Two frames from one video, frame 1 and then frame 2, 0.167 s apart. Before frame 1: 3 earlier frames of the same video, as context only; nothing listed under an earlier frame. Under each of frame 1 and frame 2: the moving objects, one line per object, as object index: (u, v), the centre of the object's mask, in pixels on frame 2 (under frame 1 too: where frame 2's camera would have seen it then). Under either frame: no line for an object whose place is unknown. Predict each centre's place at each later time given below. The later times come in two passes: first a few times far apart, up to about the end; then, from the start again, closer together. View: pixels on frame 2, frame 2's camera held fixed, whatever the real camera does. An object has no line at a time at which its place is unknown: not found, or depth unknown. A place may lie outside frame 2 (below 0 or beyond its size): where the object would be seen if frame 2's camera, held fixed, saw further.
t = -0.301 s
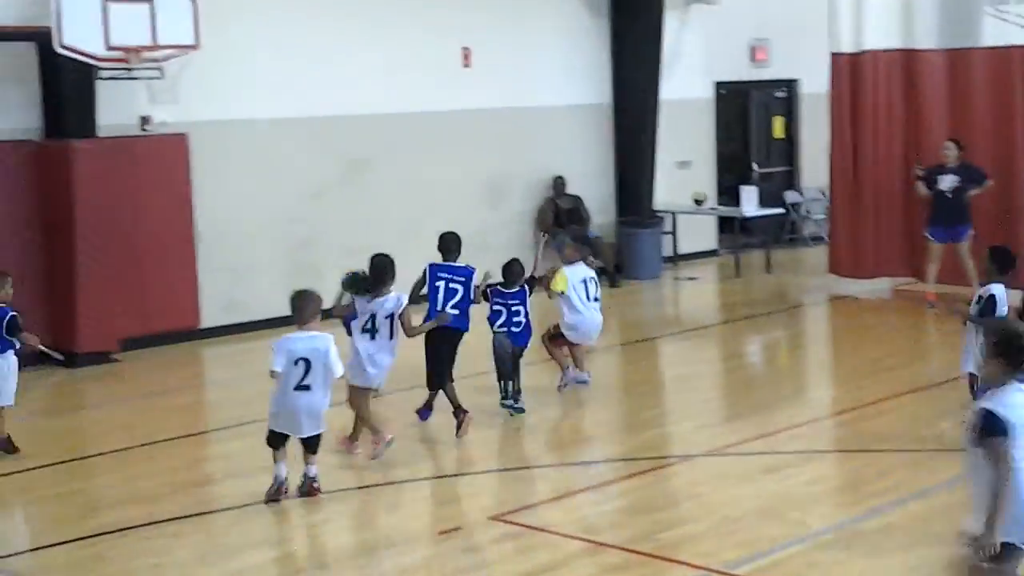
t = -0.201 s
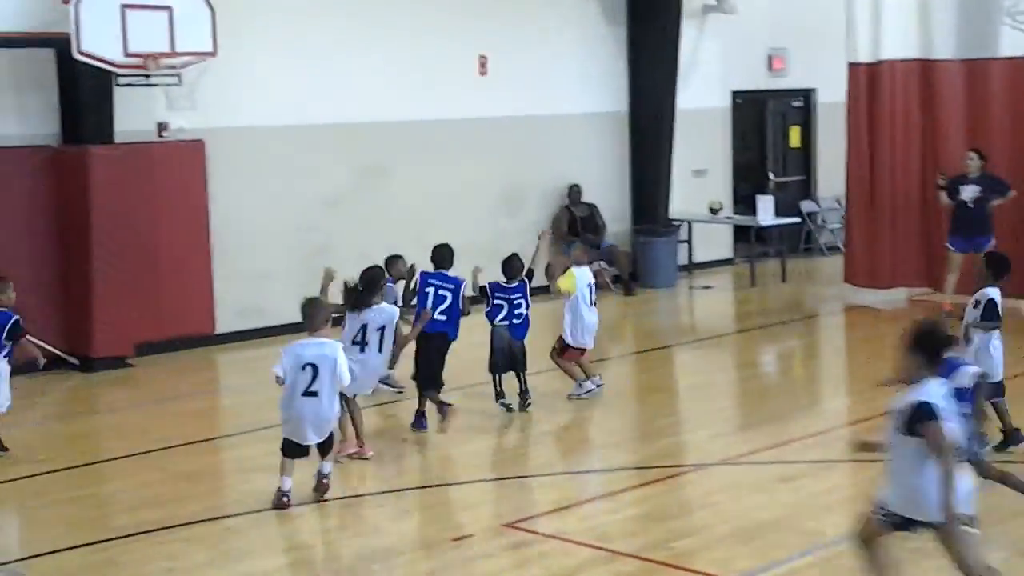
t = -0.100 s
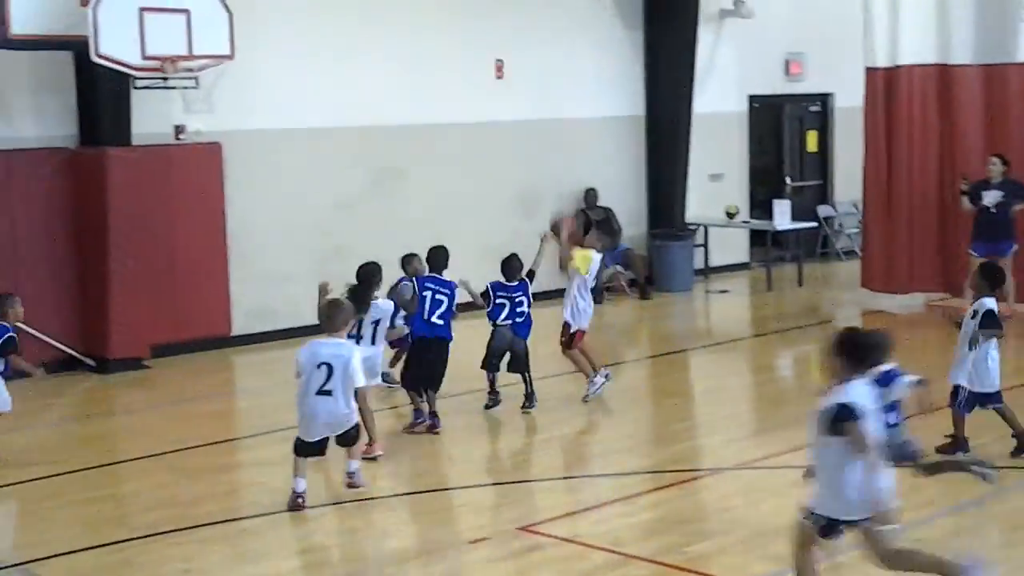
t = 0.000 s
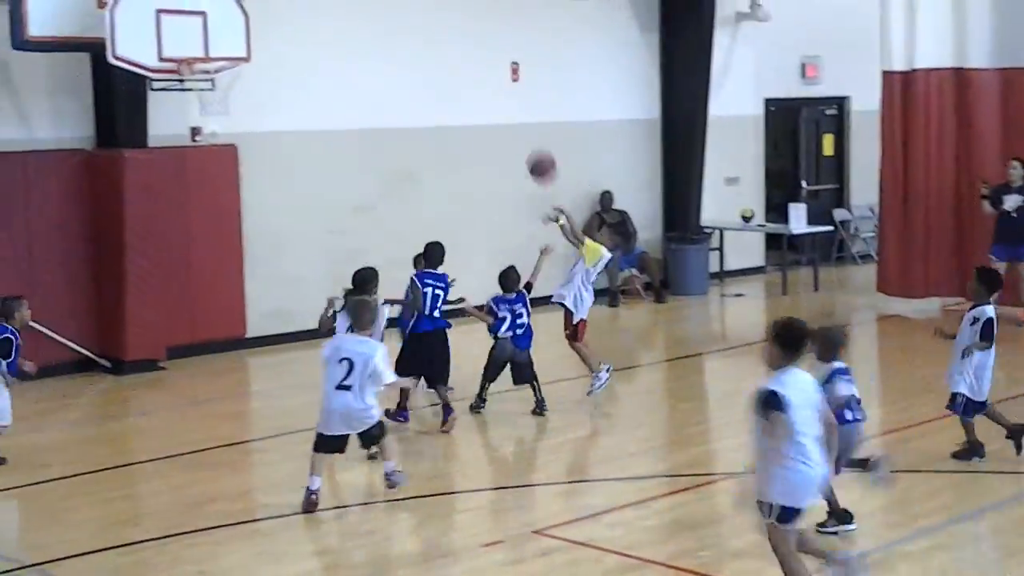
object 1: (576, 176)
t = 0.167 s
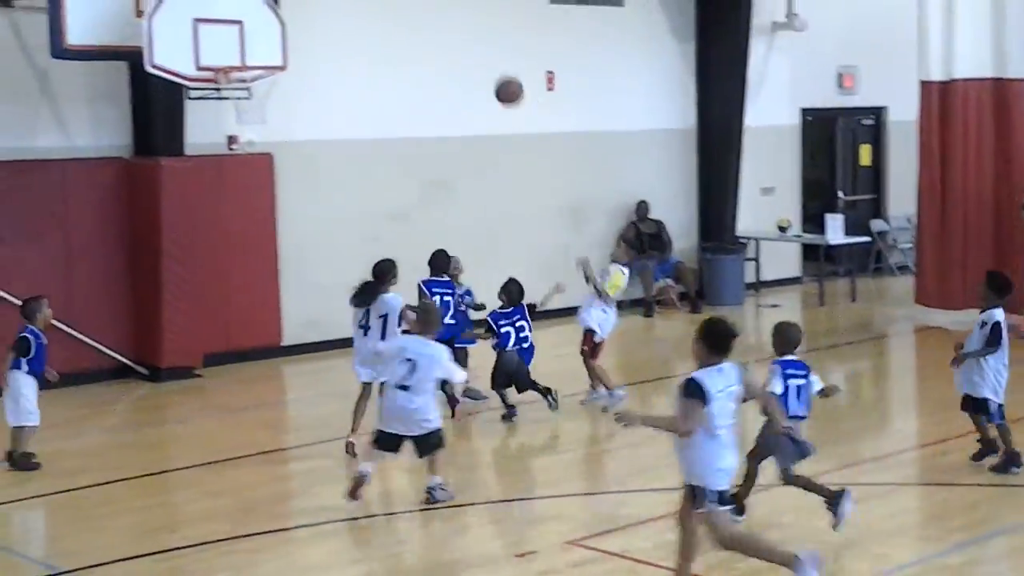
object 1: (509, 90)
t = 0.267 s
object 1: (468, 56)
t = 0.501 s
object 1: (374, 23)
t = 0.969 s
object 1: (322, 139)
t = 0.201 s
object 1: (495, 77)
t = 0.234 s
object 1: (481, 66)
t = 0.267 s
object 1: (468, 56)
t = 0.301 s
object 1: (455, 46)
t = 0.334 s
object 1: (440, 39)
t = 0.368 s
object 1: (427, 33)
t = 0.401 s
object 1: (413, 29)
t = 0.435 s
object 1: (400, 26)
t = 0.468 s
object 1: (387, 24)
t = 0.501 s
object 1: (374, 23)
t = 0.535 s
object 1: (360, 24)
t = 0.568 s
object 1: (347, 27)
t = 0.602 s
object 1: (334, 32)
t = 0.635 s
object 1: (320, 39)
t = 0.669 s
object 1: (307, 46)
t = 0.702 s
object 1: (295, 56)
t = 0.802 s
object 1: (296, 80)
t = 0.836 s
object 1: (301, 89)
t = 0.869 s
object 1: (306, 99)
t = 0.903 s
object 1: (311, 111)
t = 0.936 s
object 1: (317, 124)
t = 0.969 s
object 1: (322, 139)
